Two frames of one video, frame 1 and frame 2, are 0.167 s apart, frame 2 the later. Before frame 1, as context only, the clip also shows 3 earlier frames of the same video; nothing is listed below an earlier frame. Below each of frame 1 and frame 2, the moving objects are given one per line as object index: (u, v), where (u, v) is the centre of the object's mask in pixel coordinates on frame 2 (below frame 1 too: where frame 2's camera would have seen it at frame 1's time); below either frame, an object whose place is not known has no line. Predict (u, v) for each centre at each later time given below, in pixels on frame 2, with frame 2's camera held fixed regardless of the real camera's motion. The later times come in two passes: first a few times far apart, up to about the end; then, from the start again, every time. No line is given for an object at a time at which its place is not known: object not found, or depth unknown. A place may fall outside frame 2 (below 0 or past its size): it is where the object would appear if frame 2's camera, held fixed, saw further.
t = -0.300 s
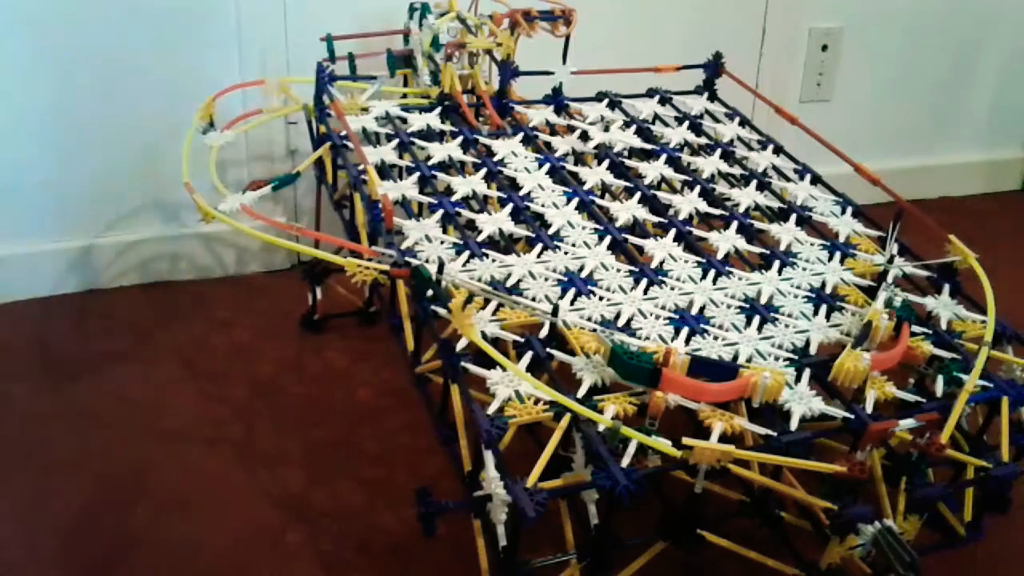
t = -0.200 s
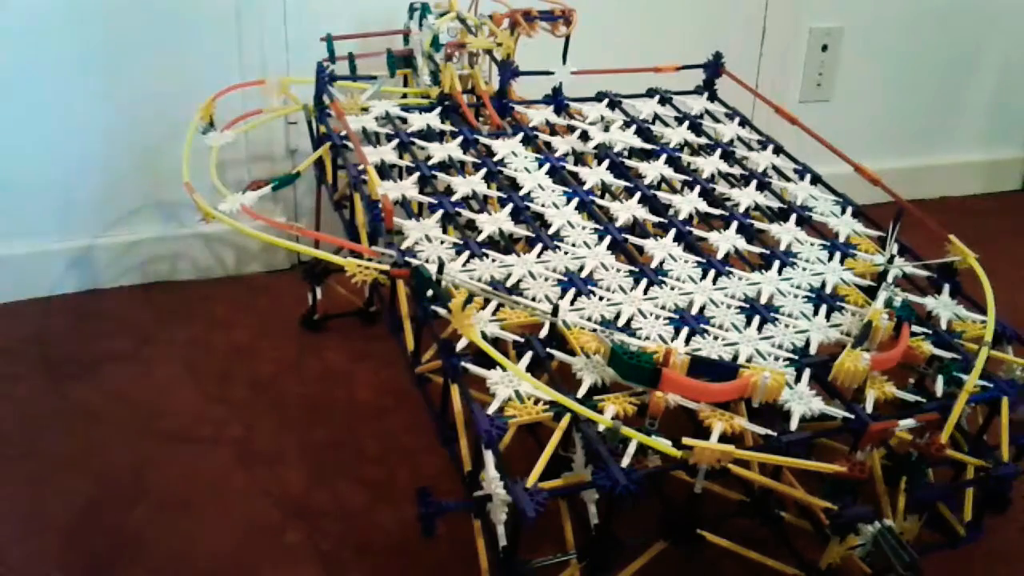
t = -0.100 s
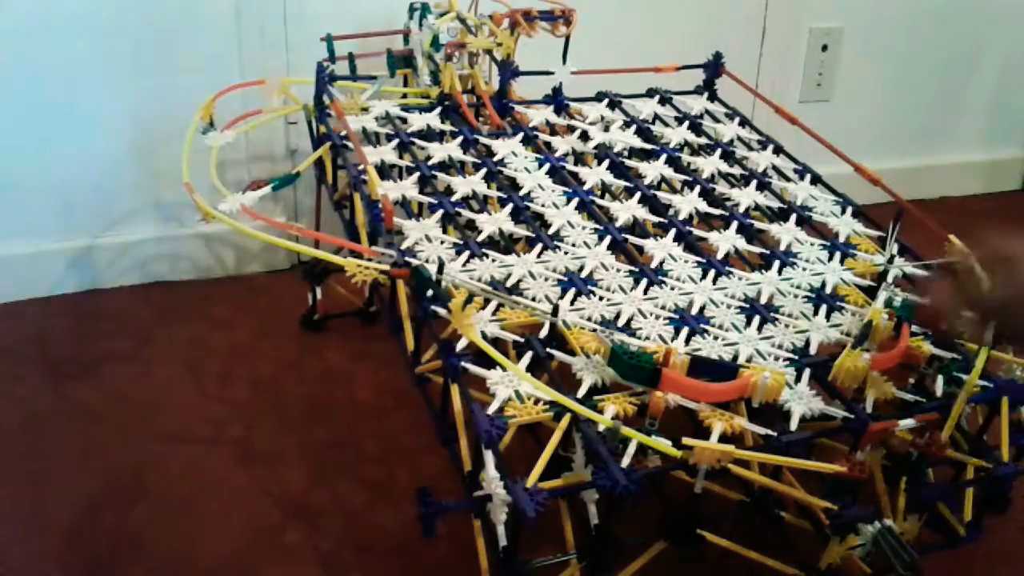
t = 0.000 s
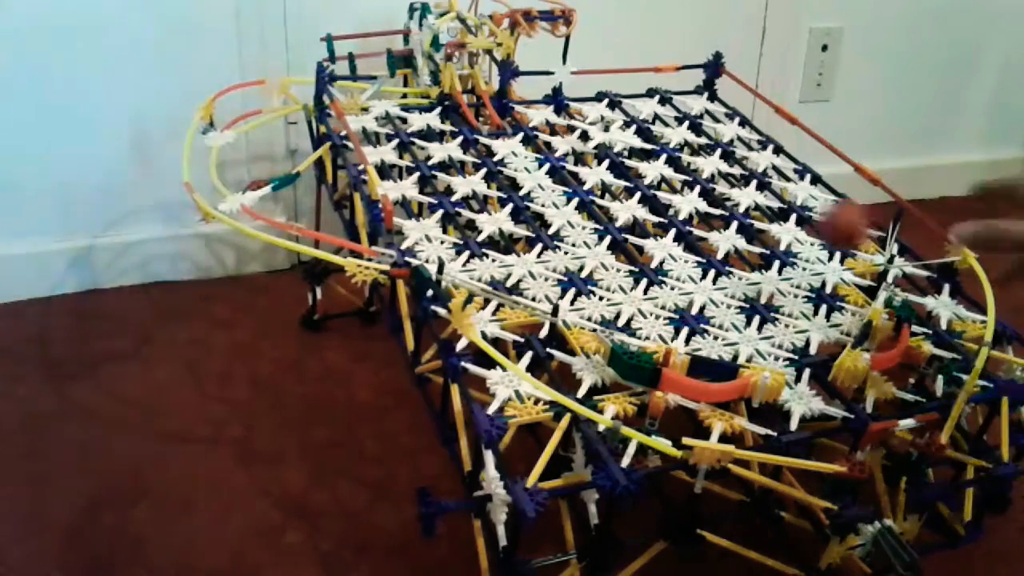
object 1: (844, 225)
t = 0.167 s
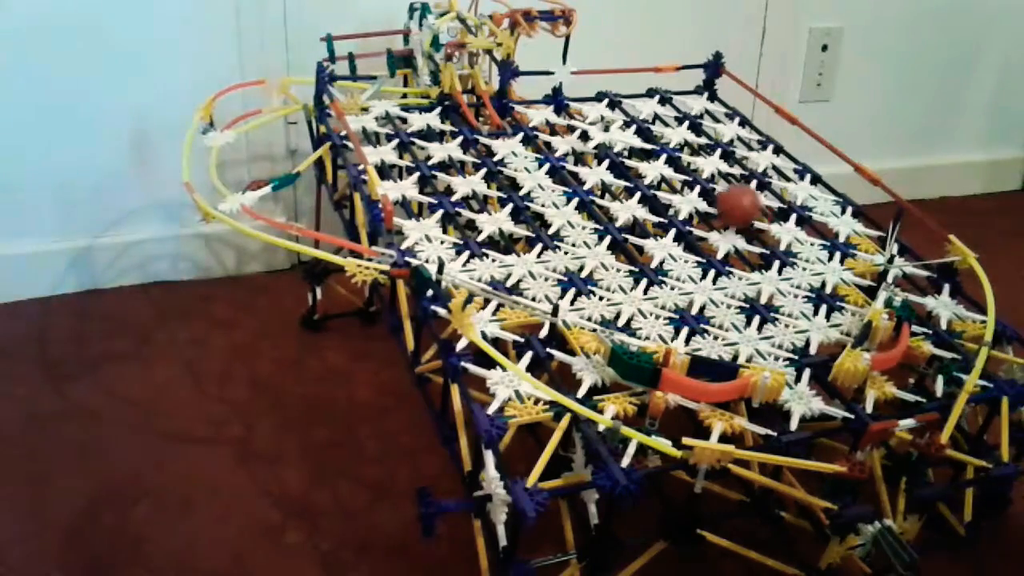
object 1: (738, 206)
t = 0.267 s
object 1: (710, 191)
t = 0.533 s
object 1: (708, 209)
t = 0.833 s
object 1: (791, 286)
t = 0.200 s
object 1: (727, 199)
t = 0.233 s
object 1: (718, 195)
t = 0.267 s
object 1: (710, 191)
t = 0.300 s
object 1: (705, 190)
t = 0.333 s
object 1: (703, 190)
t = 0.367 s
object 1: (701, 190)
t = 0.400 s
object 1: (699, 191)
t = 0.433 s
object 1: (698, 193)
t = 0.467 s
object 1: (698, 198)
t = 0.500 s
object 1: (702, 202)
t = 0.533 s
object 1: (708, 209)
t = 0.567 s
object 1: (714, 212)
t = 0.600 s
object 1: (722, 217)
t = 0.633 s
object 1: (730, 224)
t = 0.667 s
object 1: (740, 231)
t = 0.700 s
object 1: (750, 240)
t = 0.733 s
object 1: (756, 250)
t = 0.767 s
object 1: (766, 260)
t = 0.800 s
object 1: (778, 274)
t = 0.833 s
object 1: (791, 286)
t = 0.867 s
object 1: (804, 302)
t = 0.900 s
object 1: (820, 319)
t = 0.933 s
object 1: (830, 329)
